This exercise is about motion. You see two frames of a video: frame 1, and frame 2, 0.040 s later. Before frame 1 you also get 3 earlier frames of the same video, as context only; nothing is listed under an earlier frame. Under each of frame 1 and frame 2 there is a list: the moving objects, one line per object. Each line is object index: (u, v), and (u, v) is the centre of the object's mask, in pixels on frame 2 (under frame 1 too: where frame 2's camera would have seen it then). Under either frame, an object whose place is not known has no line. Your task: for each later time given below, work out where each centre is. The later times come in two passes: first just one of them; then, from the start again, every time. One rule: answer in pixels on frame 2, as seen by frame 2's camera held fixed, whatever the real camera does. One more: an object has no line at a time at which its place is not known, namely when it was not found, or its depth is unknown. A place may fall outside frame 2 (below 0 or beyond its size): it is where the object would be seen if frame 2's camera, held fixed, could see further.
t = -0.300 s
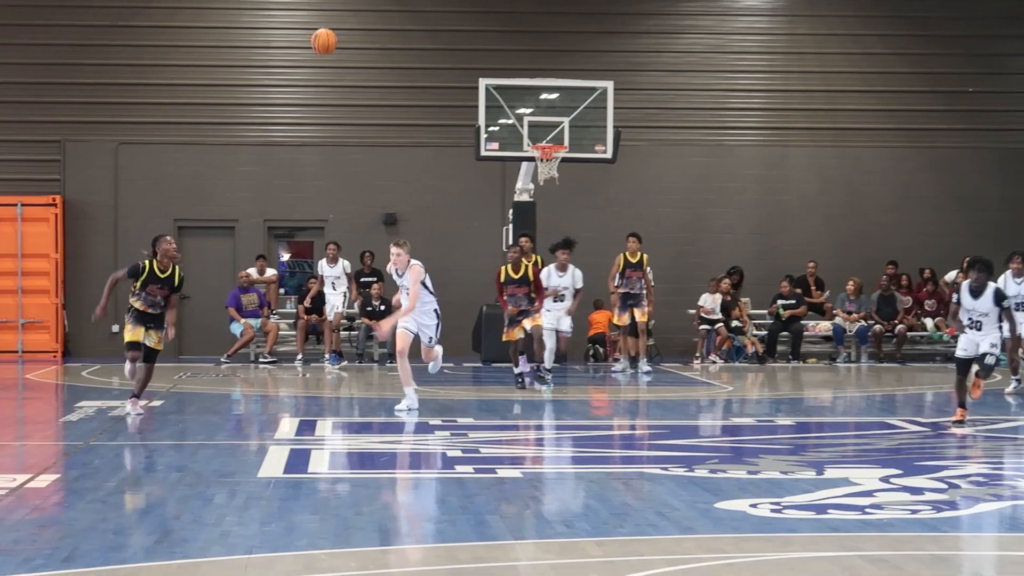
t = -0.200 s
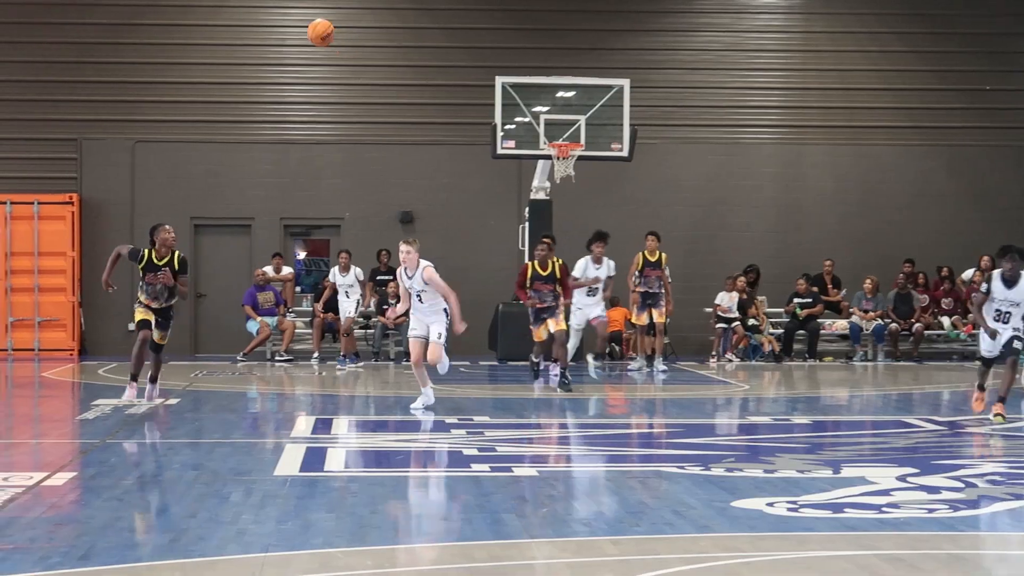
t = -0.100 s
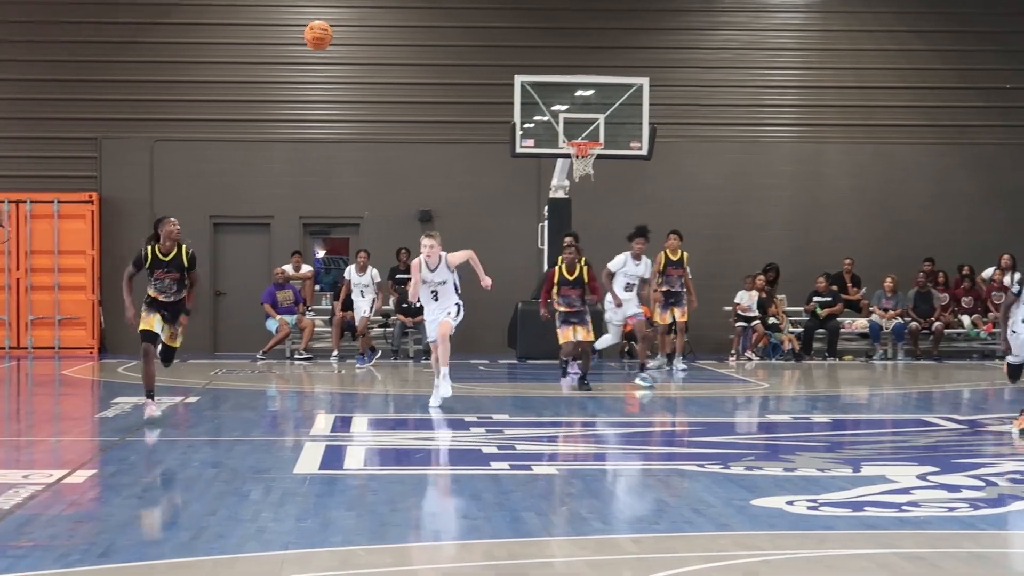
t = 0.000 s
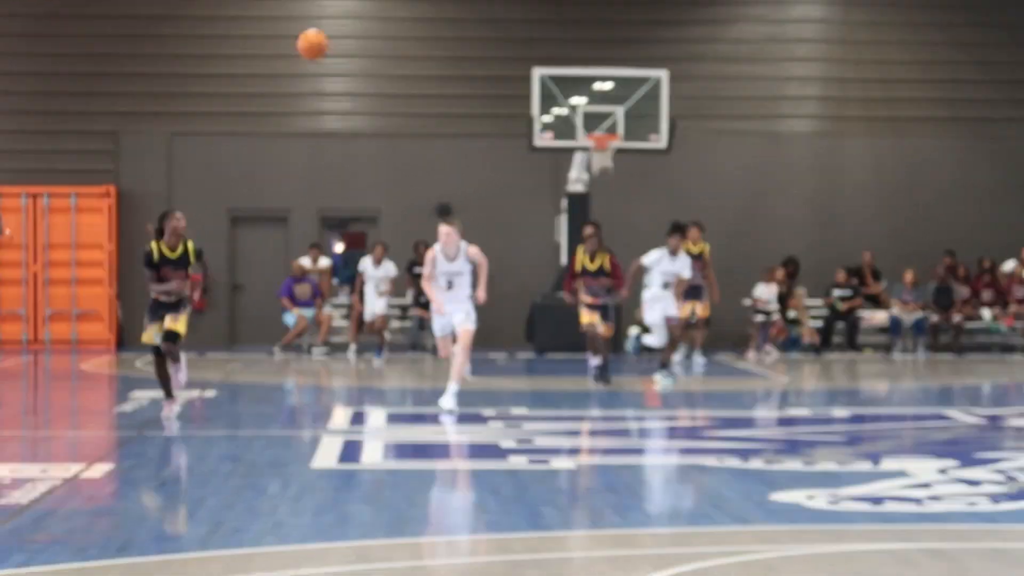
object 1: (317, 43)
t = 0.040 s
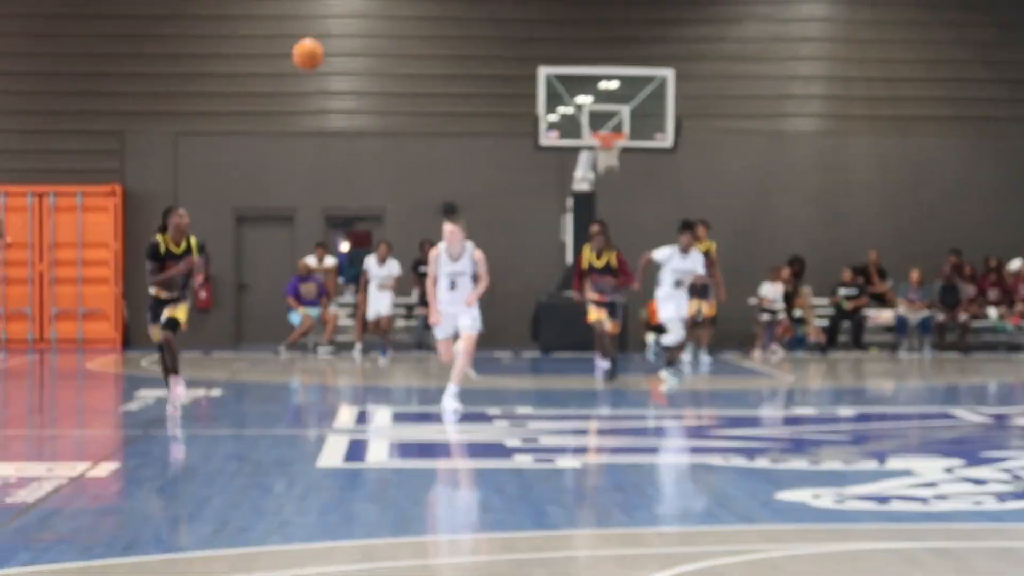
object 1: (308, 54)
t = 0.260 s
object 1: (249, 159)
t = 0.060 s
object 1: (303, 60)
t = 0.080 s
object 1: (298, 65)
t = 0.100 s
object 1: (293, 73)
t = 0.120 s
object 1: (288, 81)
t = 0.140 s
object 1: (283, 90)
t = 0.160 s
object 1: (277, 99)
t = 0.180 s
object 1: (272, 109)
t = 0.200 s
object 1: (266, 121)
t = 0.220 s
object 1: (261, 133)
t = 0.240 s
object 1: (255, 145)
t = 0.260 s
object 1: (249, 159)
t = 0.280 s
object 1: (243, 174)
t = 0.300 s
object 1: (236, 189)
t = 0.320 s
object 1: (228, 205)
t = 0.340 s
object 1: (221, 222)
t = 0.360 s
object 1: (214, 240)
